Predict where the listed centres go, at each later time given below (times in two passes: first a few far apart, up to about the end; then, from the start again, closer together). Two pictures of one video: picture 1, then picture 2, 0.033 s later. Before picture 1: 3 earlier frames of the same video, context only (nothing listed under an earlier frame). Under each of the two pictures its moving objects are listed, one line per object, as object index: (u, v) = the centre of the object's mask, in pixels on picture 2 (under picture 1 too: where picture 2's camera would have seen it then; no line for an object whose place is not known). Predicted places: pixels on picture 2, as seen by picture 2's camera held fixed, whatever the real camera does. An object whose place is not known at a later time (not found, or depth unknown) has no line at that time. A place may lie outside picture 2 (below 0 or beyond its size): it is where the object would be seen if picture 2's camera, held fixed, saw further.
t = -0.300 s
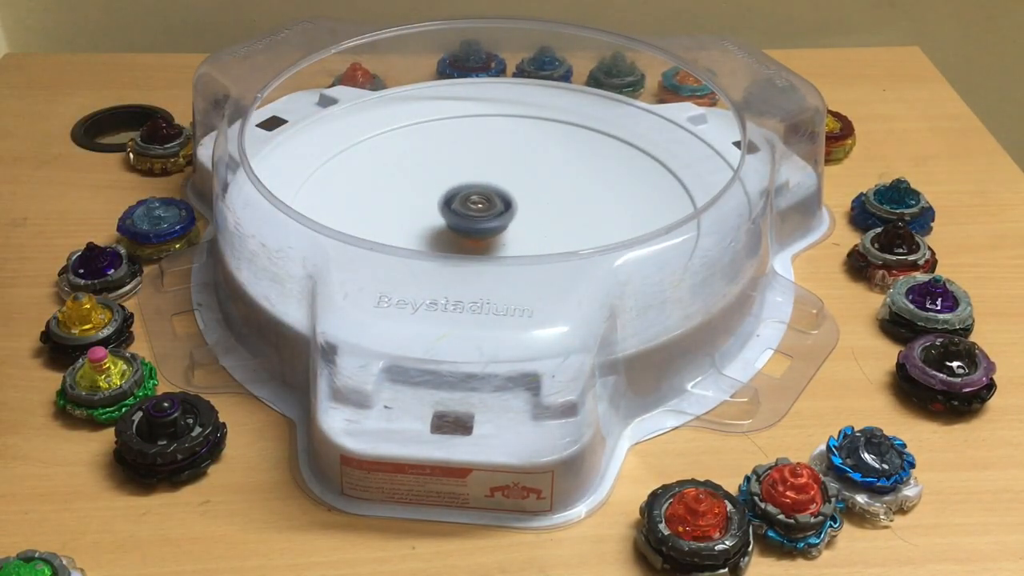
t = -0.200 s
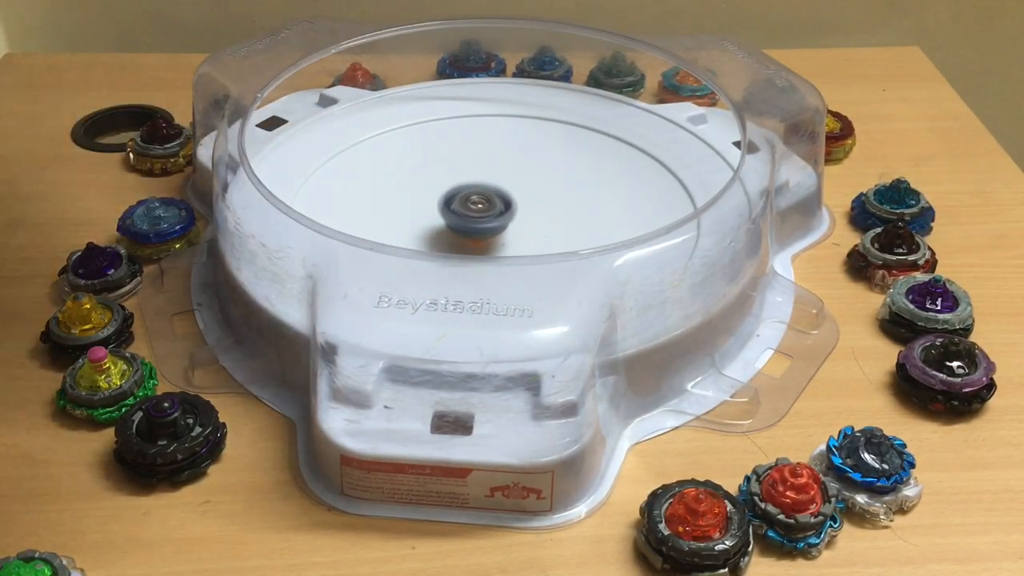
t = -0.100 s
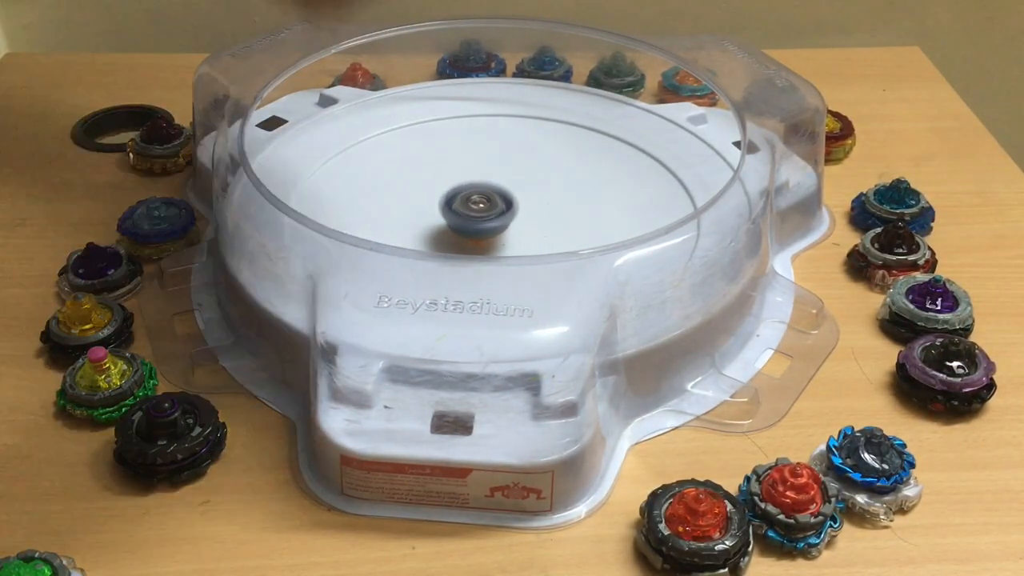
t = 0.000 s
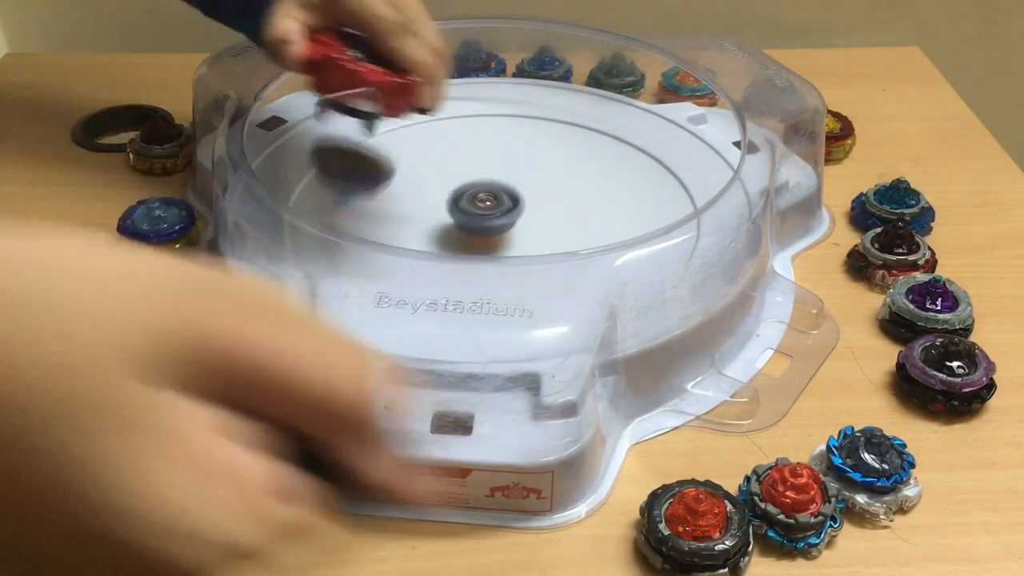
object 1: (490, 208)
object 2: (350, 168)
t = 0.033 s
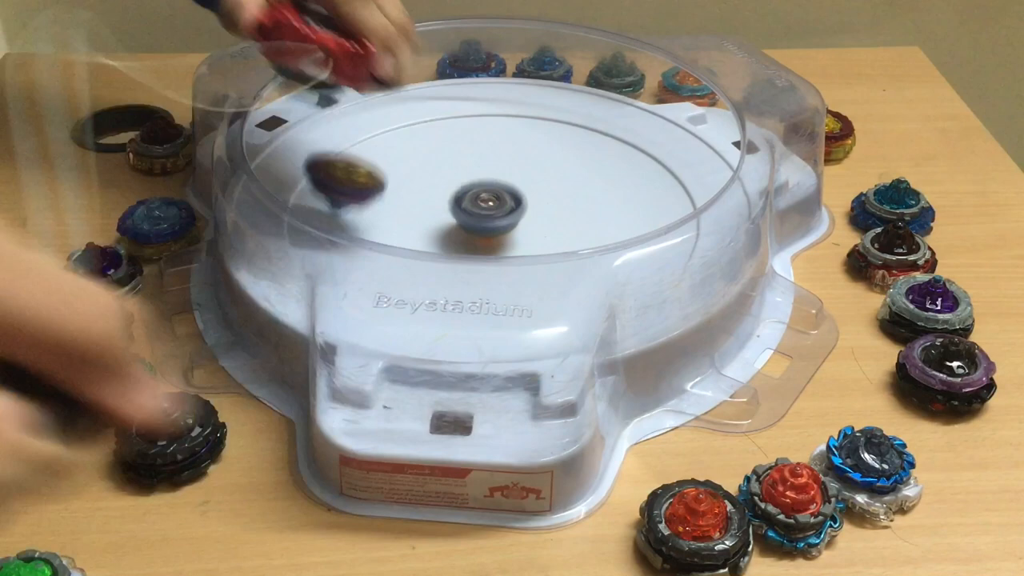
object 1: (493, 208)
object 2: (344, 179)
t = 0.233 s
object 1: (511, 203)
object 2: (476, 156)
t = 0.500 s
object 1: (509, 217)
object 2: (503, 159)
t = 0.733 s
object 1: (521, 221)
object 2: (475, 136)
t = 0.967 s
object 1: (480, 239)
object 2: (566, 161)
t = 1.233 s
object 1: (479, 238)
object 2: (569, 191)
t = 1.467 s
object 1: (453, 236)
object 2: (530, 217)
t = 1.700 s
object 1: (434, 214)
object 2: (528, 215)
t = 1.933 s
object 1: (413, 193)
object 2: (582, 209)
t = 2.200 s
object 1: (377, 163)
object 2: (660, 202)
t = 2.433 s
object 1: (439, 186)
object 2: (487, 273)
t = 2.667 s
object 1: (478, 180)
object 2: (548, 231)
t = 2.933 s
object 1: (470, 187)
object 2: (481, 240)
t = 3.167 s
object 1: (483, 176)
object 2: (499, 226)
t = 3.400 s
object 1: (499, 189)
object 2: (448, 227)
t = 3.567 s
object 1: (537, 194)
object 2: (453, 234)
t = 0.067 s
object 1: (495, 210)
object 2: (353, 160)
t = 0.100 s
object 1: (498, 209)
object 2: (370, 169)
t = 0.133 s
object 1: (505, 206)
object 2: (395, 168)
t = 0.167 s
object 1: (511, 202)
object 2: (422, 162)
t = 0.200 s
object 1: (513, 201)
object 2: (451, 160)
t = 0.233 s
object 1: (511, 203)
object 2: (476, 156)
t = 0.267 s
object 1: (508, 206)
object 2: (496, 154)
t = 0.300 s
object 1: (510, 206)
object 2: (512, 154)
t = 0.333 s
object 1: (515, 208)
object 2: (517, 151)
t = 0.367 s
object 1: (517, 209)
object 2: (521, 159)
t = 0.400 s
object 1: (516, 210)
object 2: (521, 161)
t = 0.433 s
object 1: (515, 212)
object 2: (517, 161)
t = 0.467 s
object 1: (514, 214)
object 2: (510, 160)
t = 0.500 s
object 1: (509, 217)
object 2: (503, 159)
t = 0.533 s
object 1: (518, 221)
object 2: (498, 157)
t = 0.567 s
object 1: (521, 223)
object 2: (495, 154)
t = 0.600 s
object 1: (521, 225)
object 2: (496, 150)
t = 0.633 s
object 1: (522, 225)
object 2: (500, 143)
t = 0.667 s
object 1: (525, 226)
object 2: (499, 135)
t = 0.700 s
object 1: (526, 224)
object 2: (491, 131)
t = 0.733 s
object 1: (521, 221)
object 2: (475, 136)
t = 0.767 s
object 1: (512, 217)
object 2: (467, 149)
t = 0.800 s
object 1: (502, 215)
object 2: (475, 165)
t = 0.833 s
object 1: (493, 222)
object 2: (494, 170)
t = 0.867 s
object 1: (485, 229)
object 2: (518, 175)
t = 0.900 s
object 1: (482, 234)
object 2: (542, 174)
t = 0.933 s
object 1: (480, 236)
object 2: (561, 168)
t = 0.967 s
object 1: (480, 239)
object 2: (566, 161)
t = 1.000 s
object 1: (486, 241)
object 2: (556, 158)
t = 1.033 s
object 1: (492, 243)
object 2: (543, 162)
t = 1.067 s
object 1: (495, 241)
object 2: (532, 171)
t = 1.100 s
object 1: (502, 237)
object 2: (528, 187)
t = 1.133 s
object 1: (501, 236)
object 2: (539, 197)
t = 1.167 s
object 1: (491, 239)
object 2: (555, 197)
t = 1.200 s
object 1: (483, 239)
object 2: (567, 193)
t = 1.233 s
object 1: (479, 238)
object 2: (569, 191)
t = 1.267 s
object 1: (476, 237)
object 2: (559, 191)
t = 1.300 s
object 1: (474, 235)
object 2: (542, 194)
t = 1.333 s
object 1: (470, 234)
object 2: (527, 202)
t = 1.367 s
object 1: (448, 233)
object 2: (529, 208)
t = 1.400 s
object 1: (445, 234)
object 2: (536, 210)
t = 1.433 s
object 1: (449, 236)
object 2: (535, 212)
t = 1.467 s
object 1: (453, 236)
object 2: (530, 217)
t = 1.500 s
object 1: (456, 237)
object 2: (528, 220)
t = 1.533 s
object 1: (453, 235)
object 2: (532, 222)
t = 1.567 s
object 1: (451, 233)
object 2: (536, 222)
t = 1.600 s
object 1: (445, 231)
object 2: (535, 222)
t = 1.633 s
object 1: (446, 226)
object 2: (531, 220)
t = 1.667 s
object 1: (444, 220)
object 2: (525, 217)
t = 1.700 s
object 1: (434, 214)
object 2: (528, 215)
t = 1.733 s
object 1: (433, 212)
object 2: (528, 213)
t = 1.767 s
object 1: (433, 210)
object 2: (524, 211)
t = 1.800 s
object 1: (433, 208)
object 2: (516, 211)
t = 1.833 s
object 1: (421, 202)
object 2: (526, 215)
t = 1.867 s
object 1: (407, 194)
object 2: (553, 219)
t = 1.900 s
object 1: (405, 193)
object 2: (572, 217)
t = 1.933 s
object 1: (413, 193)
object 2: (582, 209)
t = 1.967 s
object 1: (416, 194)
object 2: (578, 200)
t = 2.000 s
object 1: (422, 193)
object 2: (560, 194)
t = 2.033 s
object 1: (432, 192)
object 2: (535, 192)
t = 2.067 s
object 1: (422, 181)
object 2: (528, 201)
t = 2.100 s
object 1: (387, 162)
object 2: (569, 217)
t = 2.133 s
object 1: (379, 158)
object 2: (608, 220)
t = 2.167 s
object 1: (376, 160)
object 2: (641, 213)
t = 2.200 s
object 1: (377, 163)
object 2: (660, 202)
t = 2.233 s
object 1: (382, 167)
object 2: (656, 192)
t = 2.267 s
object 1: (390, 173)
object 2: (622, 185)
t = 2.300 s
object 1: (403, 180)
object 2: (573, 191)
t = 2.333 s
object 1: (417, 185)
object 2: (526, 204)
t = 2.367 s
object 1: (425, 186)
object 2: (486, 225)
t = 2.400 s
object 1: (429, 183)
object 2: (479, 251)
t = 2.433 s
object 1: (439, 186)
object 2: (487, 273)
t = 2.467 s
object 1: (451, 190)
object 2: (511, 288)
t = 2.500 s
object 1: (462, 194)
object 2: (551, 292)
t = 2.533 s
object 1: (475, 198)
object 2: (586, 287)
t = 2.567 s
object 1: (487, 201)
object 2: (601, 266)
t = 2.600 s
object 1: (499, 204)
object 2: (583, 243)
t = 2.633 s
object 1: (499, 200)
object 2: (558, 228)
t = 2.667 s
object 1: (478, 180)
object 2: (548, 231)
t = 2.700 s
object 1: (469, 169)
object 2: (538, 237)
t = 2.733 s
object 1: (463, 168)
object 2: (530, 249)
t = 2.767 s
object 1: (460, 172)
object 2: (523, 253)
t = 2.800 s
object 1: (459, 176)
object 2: (517, 254)
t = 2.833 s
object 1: (458, 182)
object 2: (509, 253)
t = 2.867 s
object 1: (460, 187)
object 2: (501, 249)
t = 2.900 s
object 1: (464, 192)
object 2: (493, 239)
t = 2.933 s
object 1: (470, 187)
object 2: (481, 240)
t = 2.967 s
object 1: (475, 175)
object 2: (478, 260)
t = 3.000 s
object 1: (475, 171)
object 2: (487, 269)
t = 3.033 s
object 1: (476, 169)
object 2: (503, 272)
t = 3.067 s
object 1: (477, 169)
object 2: (516, 267)
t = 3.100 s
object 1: (477, 172)
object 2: (522, 255)
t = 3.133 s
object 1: (479, 174)
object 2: (515, 236)
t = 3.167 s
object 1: (483, 176)
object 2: (499, 226)
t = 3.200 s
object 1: (486, 170)
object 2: (477, 221)
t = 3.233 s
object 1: (489, 170)
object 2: (457, 218)
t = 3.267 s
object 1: (490, 172)
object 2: (436, 220)
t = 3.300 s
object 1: (492, 176)
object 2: (427, 222)
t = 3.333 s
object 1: (491, 180)
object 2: (427, 225)
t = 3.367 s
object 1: (497, 186)
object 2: (437, 227)
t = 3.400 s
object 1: (499, 189)
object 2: (448, 227)
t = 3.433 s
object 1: (509, 191)
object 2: (449, 229)
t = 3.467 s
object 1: (514, 195)
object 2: (459, 231)
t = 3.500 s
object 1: (521, 196)
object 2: (465, 231)
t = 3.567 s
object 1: (537, 194)
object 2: (453, 234)
